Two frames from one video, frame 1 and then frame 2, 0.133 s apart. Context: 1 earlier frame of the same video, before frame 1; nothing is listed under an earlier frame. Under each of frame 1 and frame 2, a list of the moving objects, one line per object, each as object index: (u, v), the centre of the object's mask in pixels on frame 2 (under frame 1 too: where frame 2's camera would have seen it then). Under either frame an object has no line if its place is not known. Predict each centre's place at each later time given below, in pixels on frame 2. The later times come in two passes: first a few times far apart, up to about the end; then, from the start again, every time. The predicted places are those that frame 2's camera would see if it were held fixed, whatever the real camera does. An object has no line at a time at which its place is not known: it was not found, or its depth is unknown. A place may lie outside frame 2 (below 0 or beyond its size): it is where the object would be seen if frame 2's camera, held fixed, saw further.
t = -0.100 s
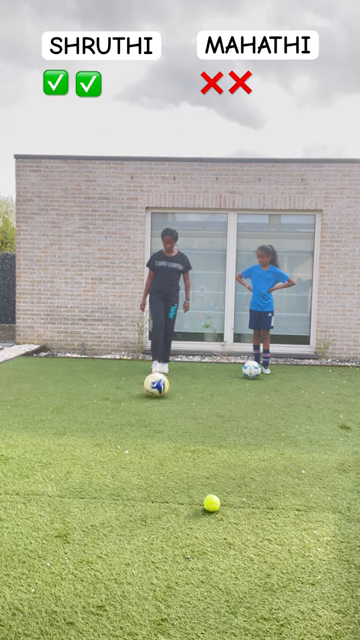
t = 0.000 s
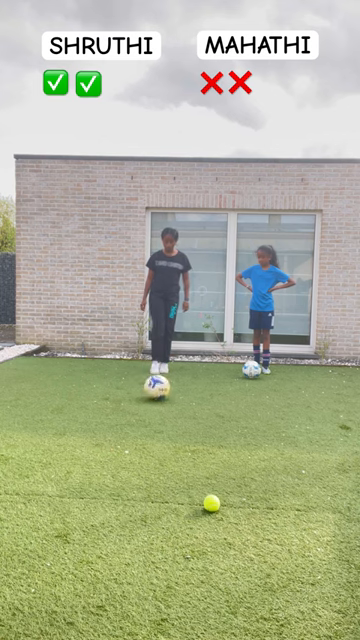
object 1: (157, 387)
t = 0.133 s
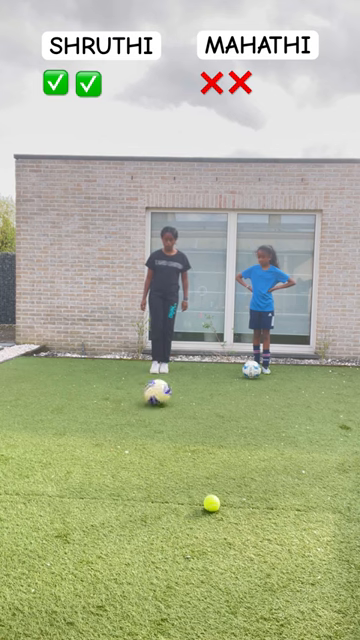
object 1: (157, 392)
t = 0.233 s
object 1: (158, 395)
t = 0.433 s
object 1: (158, 404)
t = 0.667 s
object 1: (159, 414)
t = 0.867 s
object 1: (159, 422)
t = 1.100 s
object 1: (162, 434)
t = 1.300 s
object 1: (164, 443)
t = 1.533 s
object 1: (167, 454)
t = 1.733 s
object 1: (170, 466)
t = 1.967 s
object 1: (173, 478)
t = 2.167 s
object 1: (178, 488)
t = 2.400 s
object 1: (181, 502)
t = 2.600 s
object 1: (184, 511)
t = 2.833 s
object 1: (187, 519)
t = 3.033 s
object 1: (191, 525)
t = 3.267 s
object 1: (196, 525)
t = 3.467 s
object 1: (197, 525)
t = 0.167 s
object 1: (157, 393)
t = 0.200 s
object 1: (157, 395)
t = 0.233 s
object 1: (158, 395)
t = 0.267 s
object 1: (158, 397)
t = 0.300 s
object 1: (158, 398)
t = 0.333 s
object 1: (158, 399)
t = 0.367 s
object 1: (158, 402)
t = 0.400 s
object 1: (158, 403)
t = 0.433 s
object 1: (158, 404)
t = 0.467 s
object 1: (158, 405)
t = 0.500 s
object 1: (158, 407)
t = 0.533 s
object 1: (158, 407)
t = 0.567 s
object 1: (158, 409)
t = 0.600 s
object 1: (158, 411)
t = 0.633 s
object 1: (158, 413)
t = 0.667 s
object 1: (159, 414)
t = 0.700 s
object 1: (159, 415)
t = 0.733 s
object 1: (158, 416)
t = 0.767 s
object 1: (159, 418)
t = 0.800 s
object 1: (159, 419)
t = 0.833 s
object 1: (159, 421)
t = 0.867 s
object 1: (159, 422)
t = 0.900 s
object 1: (159, 424)
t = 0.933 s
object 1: (159, 425)
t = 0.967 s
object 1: (159, 427)
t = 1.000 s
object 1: (159, 428)
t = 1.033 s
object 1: (160, 431)
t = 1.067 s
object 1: (161, 433)
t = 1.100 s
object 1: (162, 434)
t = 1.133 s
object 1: (162, 436)
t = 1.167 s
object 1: (162, 437)
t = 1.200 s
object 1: (163, 439)
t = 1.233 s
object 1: (163, 440)
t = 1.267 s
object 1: (164, 442)
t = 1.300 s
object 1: (164, 443)
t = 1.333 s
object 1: (164, 445)
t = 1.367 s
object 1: (165, 447)
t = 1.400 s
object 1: (165, 449)
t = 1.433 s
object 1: (166, 450)
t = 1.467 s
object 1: (166, 451)
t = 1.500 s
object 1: (167, 453)
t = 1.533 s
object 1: (167, 454)
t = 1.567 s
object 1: (168, 456)
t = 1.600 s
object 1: (168, 458)
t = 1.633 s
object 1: (168, 459)
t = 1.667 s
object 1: (169, 461)
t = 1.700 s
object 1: (170, 464)
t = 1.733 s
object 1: (170, 466)
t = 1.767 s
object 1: (170, 468)
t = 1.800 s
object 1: (171, 470)
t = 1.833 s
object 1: (171, 472)
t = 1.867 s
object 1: (172, 473)
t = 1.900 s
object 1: (172, 475)
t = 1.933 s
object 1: (173, 476)
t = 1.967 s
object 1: (173, 478)
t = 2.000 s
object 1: (174, 479)
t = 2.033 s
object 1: (175, 481)
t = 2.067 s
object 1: (175, 482)
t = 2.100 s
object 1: (176, 484)
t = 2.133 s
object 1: (177, 486)
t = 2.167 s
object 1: (178, 488)
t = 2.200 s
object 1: (178, 489)
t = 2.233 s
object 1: (179, 491)
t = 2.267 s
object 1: (179, 493)
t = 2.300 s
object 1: (180, 495)
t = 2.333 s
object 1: (180, 497)
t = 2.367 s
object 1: (181, 500)
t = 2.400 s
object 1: (181, 502)
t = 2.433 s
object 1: (182, 504)
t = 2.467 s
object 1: (182, 506)
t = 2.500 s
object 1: (182, 507)
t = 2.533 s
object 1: (183, 508)
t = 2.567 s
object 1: (183, 510)
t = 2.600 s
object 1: (184, 511)
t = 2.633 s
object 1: (184, 513)
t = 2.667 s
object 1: (184, 514)
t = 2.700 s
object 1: (185, 515)
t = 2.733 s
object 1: (186, 516)
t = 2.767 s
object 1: (186, 517)
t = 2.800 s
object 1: (187, 518)
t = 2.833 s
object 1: (187, 519)
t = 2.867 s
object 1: (188, 521)
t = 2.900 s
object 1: (188, 521)
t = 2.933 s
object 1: (189, 522)
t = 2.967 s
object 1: (189, 524)
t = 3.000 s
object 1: (190, 524)
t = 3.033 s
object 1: (191, 525)
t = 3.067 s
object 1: (192, 526)
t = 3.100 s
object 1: (192, 526)
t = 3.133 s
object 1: (193, 526)
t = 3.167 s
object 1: (194, 526)
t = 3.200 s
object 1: (194, 526)
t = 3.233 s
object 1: (195, 525)
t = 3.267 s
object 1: (196, 525)
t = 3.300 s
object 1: (196, 525)
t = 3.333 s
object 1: (197, 525)
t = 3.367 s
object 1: (197, 525)
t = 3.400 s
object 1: (197, 525)
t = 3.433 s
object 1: (197, 525)
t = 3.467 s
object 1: (197, 525)
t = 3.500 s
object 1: (198, 525)
